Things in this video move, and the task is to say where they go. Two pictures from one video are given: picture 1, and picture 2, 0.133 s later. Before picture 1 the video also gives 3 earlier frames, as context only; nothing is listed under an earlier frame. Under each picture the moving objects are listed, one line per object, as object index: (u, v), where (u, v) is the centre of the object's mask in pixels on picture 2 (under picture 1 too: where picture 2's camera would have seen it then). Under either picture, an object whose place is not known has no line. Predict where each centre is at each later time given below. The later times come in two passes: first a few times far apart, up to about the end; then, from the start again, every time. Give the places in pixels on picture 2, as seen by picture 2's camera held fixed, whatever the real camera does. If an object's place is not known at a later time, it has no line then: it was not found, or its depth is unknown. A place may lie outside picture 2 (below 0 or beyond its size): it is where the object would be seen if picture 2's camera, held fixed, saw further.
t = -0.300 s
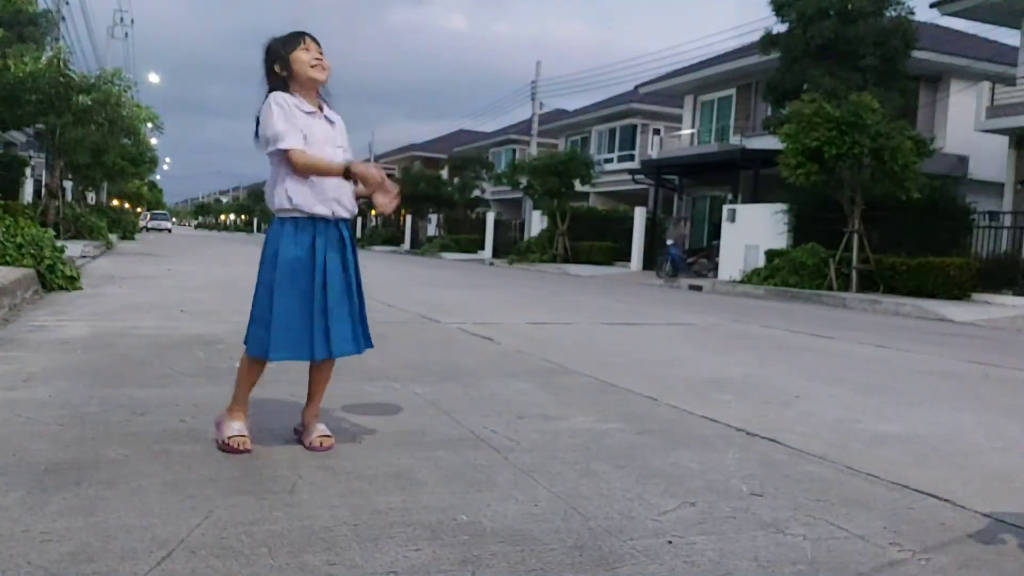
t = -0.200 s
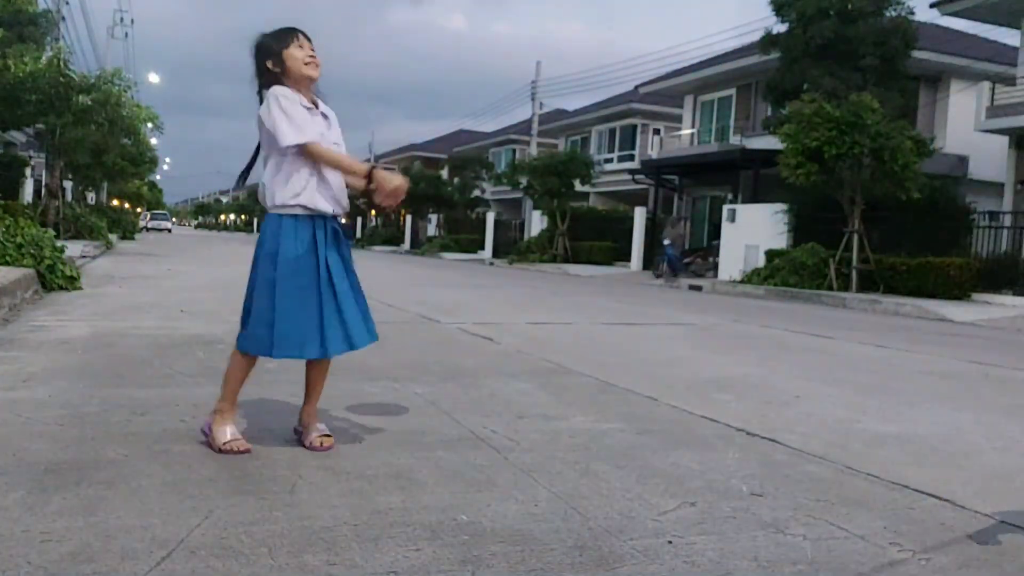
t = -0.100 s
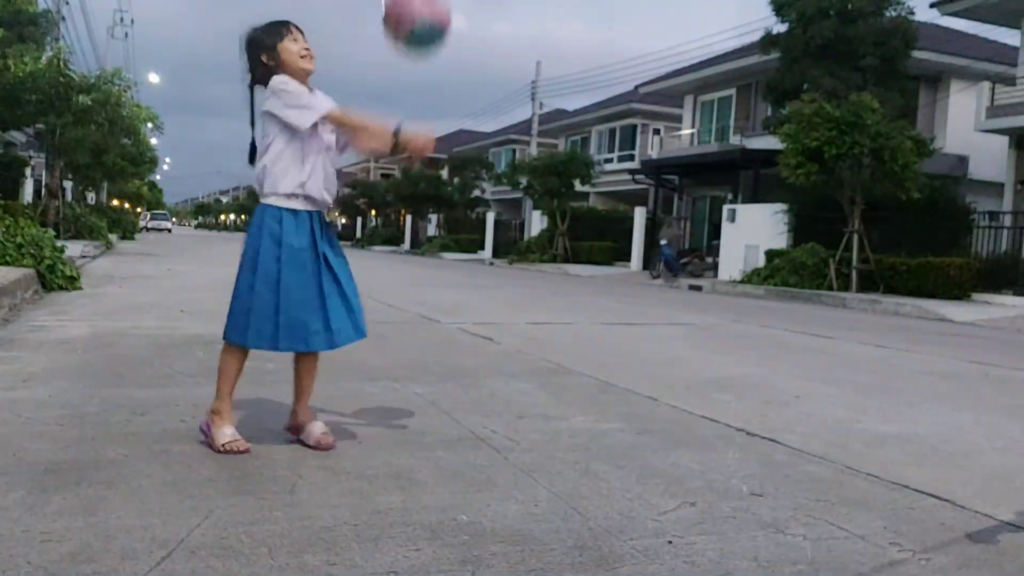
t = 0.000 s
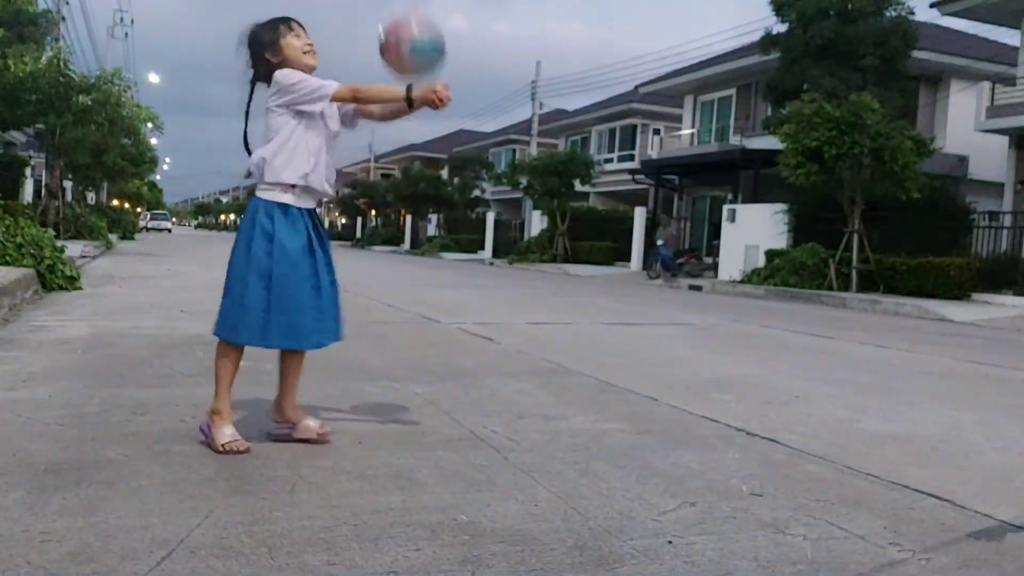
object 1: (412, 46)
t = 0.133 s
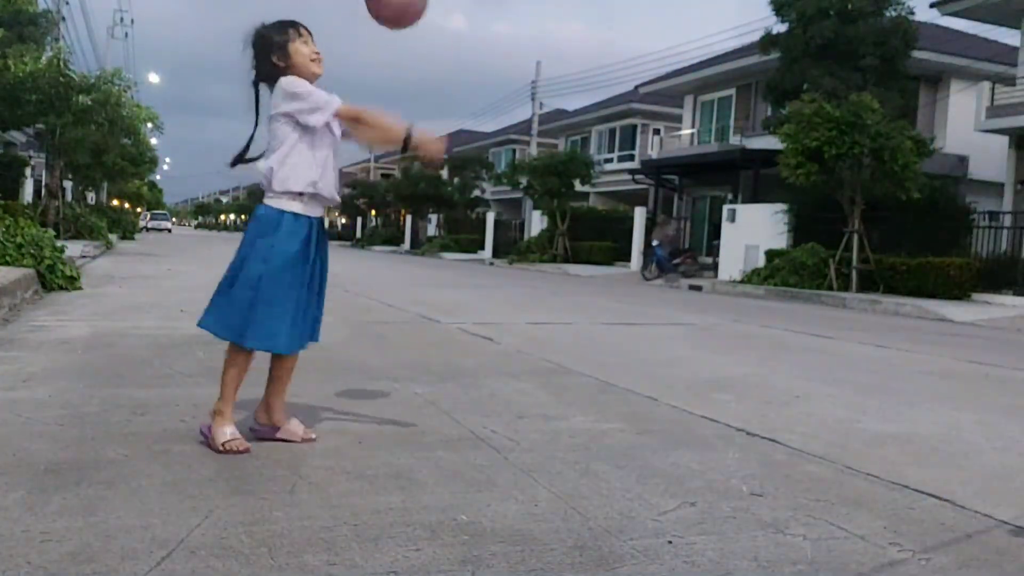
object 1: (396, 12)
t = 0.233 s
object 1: (384, 11)
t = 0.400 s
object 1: (361, 53)
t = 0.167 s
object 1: (392, 11)
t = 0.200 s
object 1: (388, 11)
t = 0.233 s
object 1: (384, 11)
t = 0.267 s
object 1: (379, 14)
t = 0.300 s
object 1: (375, 18)
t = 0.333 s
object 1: (371, 23)
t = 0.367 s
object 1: (365, 37)
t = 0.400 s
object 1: (361, 53)
